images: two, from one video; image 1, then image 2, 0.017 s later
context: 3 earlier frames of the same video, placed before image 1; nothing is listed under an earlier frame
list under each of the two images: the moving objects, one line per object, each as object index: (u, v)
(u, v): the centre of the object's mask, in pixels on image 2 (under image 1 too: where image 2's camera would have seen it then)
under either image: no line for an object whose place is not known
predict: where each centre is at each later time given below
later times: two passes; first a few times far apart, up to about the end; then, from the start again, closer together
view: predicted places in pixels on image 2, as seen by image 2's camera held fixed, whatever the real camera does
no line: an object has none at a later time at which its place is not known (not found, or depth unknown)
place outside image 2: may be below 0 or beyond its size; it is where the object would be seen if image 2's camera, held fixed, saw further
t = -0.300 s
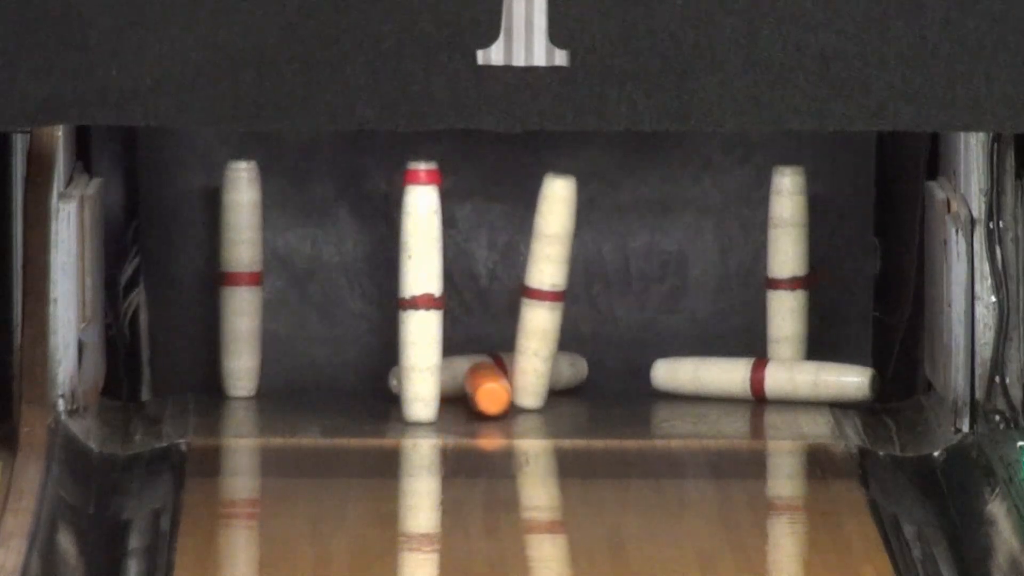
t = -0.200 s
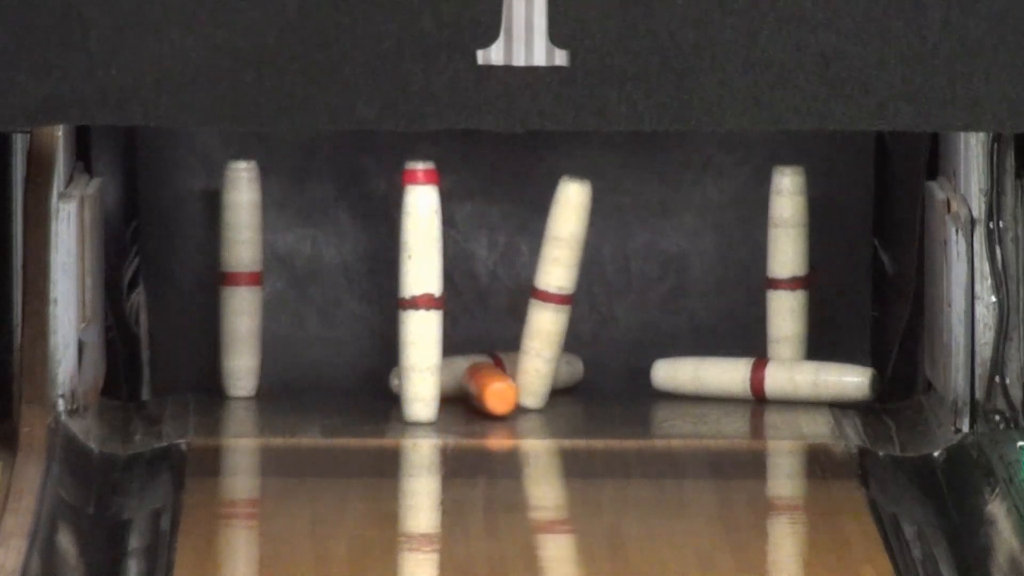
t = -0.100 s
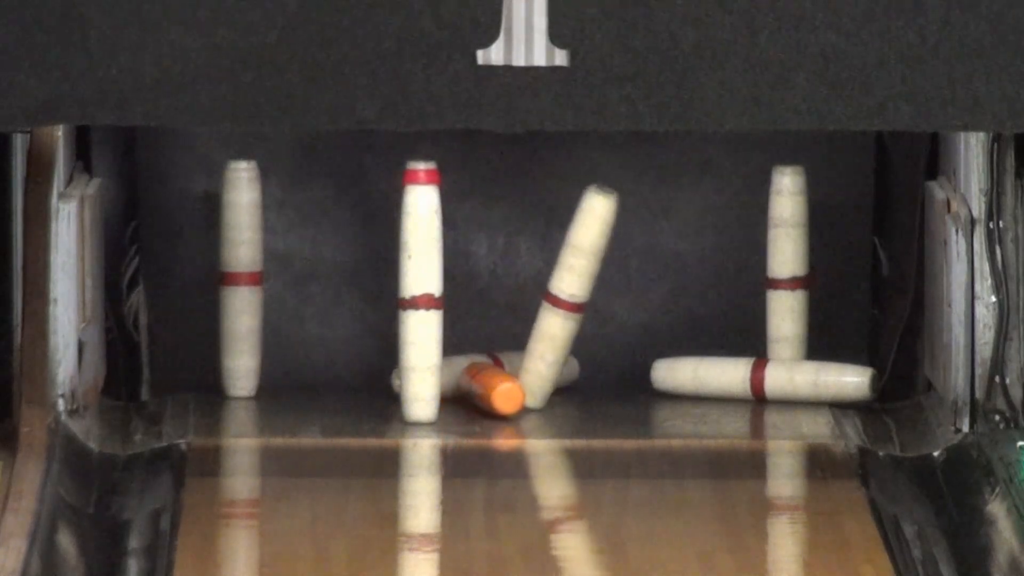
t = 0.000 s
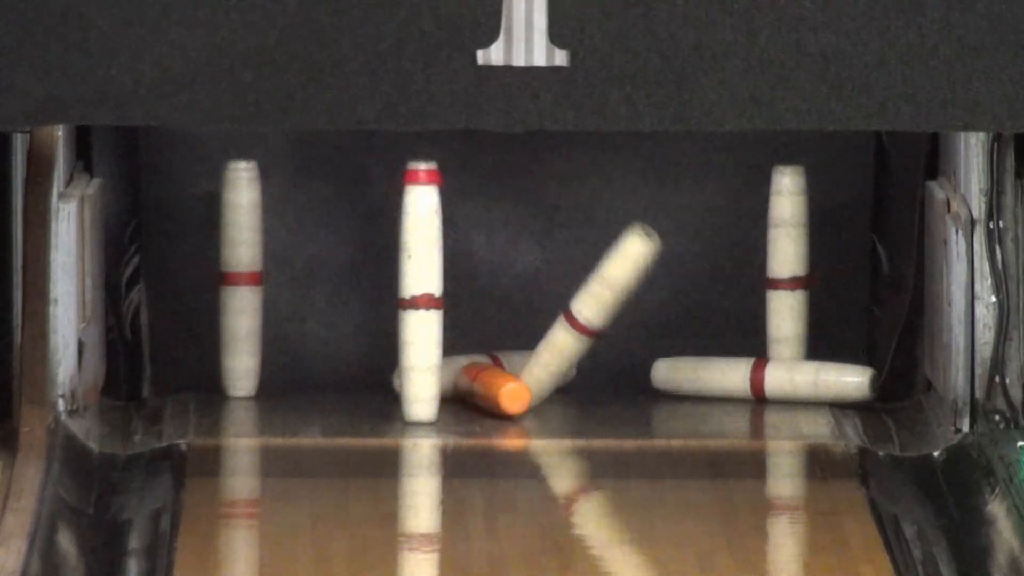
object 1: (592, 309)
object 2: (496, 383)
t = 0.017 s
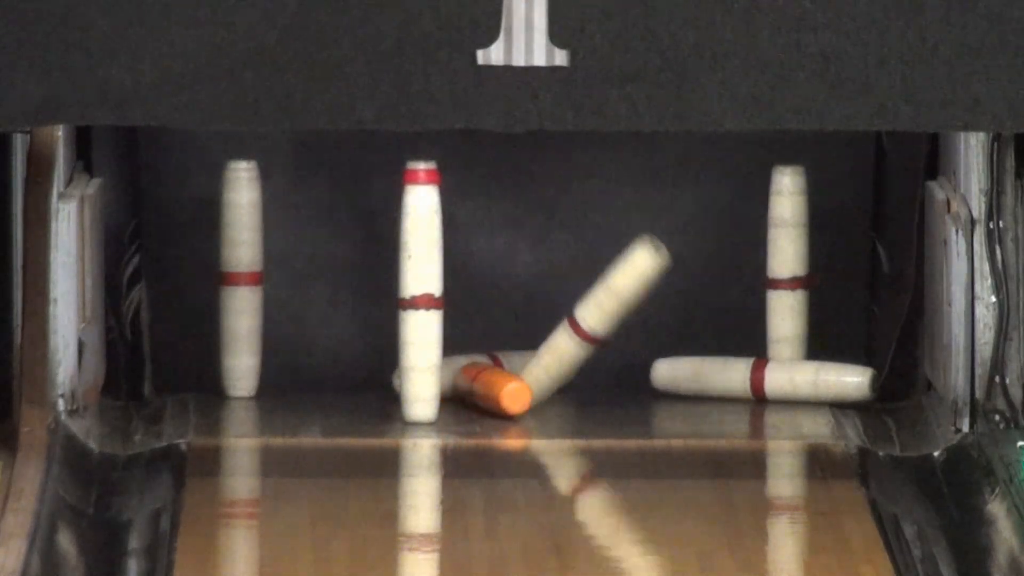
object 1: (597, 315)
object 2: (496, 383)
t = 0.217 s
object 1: (629, 344)
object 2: (496, 388)
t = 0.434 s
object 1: (665, 365)
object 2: (499, 389)
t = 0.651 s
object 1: (678, 367)
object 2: (501, 389)
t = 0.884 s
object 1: (695, 385)
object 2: (505, 389)
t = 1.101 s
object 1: (704, 393)
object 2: (508, 388)
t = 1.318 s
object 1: (714, 396)
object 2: (510, 388)
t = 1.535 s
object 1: (721, 395)
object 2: (511, 388)
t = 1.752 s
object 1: (727, 395)
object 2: (511, 388)
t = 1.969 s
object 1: (734, 395)
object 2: (509, 388)
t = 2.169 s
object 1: (739, 394)
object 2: (507, 389)
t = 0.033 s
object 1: (602, 322)
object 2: (497, 382)
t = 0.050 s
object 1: (608, 331)
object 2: (498, 382)
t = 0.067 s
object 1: (614, 342)
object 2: (499, 382)
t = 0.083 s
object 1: (618, 355)
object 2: (500, 381)
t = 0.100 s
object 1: (619, 369)
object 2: (502, 381)
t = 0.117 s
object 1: (623, 385)
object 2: (504, 380)
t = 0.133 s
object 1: (613, 385)
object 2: (495, 387)
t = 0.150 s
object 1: (616, 375)
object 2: (496, 386)
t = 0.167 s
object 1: (618, 365)
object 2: (495, 387)
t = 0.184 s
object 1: (621, 357)
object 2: (495, 388)
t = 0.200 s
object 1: (625, 350)
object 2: (495, 388)
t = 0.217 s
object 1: (629, 344)
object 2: (496, 388)
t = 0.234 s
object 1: (632, 340)
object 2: (496, 388)
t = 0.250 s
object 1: (637, 337)
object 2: (496, 388)
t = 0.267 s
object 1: (640, 335)
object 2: (496, 388)
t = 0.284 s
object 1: (643, 333)
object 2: (496, 388)
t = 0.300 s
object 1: (646, 333)
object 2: (497, 388)
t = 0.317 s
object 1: (649, 334)
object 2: (497, 388)
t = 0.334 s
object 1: (652, 335)
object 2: (497, 388)
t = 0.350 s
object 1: (655, 338)
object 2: (497, 389)
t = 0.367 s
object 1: (657, 341)
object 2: (498, 389)
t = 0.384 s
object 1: (659, 345)
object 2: (498, 389)
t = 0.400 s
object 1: (661, 350)
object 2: (498, 389)
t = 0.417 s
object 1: (663, 357)
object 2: (498, 389)
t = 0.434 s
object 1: (665, 365)
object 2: (499, 389)
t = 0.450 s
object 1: (665, 374)
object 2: (499, 389)
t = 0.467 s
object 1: (666, 386)
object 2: (499, 389)
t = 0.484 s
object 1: (672, 394)
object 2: (499, 389)
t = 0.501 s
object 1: (677, 386)
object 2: (499, 389)
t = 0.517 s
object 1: (677, 380)
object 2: (500, 389)
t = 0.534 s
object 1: (677, 374)
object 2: (500, 389)
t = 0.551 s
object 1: (678, 370)
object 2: (500, 389)
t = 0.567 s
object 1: (677, 367)
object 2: (500, 389)
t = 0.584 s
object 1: (678, 365)
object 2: (501, 389)
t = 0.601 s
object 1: (678, 364)
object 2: (501, 389)
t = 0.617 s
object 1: (678, 364)
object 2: (501, 389)
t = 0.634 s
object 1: (678, 365)
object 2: (501, 389)
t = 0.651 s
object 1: (678, 367)
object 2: (501, 389)
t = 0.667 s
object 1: (679, 370)
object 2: (501, 389)
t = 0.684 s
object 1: (679, 374)
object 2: (502, 389)
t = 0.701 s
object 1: (679, 380)
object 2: (502, 389)
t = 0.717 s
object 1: (679, 388)
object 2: (502, 389)
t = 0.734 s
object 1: (677, 394)
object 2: (502, 389)
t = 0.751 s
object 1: (679, 391)
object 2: (503, 389)
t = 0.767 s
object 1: (681, 386)
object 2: (503, 389)
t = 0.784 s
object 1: (683, 382)
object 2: (503, 389)
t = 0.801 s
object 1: (686, 380)
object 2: (503, 389)
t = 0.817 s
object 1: (688, 379)
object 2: (503, 389)
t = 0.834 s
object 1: (690, 379)
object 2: (504, 389)
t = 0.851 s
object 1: (692, 380)
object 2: (504, 389)
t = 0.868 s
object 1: (694, 382)
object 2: (505, 389)
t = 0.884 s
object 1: (695, 385)
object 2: (505, 389)
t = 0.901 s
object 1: (696, 389)
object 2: (505, 389)
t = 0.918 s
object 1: (697, 394)
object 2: (505, 389)
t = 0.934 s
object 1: (699, 395)
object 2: (505, 389)
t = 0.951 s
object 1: (700, 392)
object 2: (505, 389)
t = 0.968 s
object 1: (701, 389)
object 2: (505, 389)
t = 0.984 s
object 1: (701, 388)
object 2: (506, 389)
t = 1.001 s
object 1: (701, 388)
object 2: (506, 389)
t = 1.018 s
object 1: (701, 389)
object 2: (506, 389)
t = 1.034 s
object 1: (701, 391)
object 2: (506, 388)
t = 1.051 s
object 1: (700, 394)
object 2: (507, 388)
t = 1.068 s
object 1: (700, 395)
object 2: (507, 389)
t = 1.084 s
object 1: (703, 394)
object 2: (508, 388)
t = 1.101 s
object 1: (704, 393)
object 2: (508, 388)
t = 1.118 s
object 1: (706, 393)
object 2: (508, 388)
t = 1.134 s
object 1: (707, 393)
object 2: (508, 388)
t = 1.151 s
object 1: (707, 395)
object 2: (509, 388)
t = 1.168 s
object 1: (708, 396)
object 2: (508, 388)
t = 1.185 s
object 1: (709, 395)
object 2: (509, 388)
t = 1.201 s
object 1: (710, 394)
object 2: (509, 388)
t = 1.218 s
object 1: (710, 394)
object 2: (509, 388)
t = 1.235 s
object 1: (710, 395)
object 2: (509, 388)
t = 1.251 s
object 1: (711, 396)
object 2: (509, 388)
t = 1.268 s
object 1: (712, 395)
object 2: (509, 388)
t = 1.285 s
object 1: (713, 395)
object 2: (510, 388)
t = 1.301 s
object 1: (714, 395)
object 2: (510, 388)
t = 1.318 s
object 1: (714, 396)
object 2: (510, 388)
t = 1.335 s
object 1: (714, 396)
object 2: (510, 388)
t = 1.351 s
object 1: (715, 395)
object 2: (510, 388)
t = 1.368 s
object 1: (715, 396)
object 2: (510, 388)
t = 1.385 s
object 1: (716, 396)
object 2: (510, 388)
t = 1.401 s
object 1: (717, 395)
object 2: (510, 388)
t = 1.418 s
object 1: (717, 395)
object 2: (510, 388)
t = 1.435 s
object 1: (718, 396)
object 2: (511, 388)
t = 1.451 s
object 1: (718, 396)
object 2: (511, 388)
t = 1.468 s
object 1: (719, 396)
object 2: (511, 388)
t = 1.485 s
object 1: (720, 395)
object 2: (511, 388)
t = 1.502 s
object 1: (720, 396)
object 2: (511, 388)
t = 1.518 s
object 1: (720, 395)
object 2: (511, 388)
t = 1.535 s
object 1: (721, 395)
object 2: (511, 388)
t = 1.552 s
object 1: (722, 395)
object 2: (511, 388)
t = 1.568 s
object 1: (723, 395)
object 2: (511, 388)
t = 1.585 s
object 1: (723, 395)
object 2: (511, 388)
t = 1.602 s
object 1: (723, 395)
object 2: (511, 388)
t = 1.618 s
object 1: (724, 395)
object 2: (511, 388)
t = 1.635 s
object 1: (725, 395)
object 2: (511, 388)
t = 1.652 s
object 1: (725, 395)
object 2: (511, 388)
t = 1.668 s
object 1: (726, 395)
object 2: (511, 388)
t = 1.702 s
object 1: (726, 395)
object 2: (511, 388)
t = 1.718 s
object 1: (727, 395)
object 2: (511, 388)
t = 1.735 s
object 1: (727, 395)
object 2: (511, 388)
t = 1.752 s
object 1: (727, 395)
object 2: (511, 388)
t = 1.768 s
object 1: (728, 395)
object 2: (511, 388)
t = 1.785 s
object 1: (728, 395)
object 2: (511, 388)
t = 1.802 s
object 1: (729, 395)
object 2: (511, 388)
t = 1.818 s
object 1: (729, 395)
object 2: (511, 388)
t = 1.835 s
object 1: (730, 395)
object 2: (511, 388)
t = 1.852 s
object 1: (730, 395)
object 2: (510, 388)
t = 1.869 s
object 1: (730, 395)
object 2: (510, 388)
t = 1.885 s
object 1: (731, 395)
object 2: (510, 388)
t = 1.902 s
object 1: (732, 395)
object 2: (510, 388)
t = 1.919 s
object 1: (732, 395)
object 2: (510, 388)
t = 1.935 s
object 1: (733, 395)
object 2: (510, 388)
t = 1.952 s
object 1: (733, 395)
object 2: (509, 388)
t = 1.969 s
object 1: (734, 395)
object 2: (509, 388)
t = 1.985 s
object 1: (734, 395)
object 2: (509, 388)
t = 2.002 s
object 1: (735, 395)
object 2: (509, 388)
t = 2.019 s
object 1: (735, 394)
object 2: (508, 388)
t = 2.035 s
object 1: (735, 394)
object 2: (508, 388)
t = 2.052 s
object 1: (736, 394)
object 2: (508, 388)
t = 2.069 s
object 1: (736, 394)
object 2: (508, 388)
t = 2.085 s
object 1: (737, 394)
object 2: (508, 388)
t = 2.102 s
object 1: (737, 394)
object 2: (508, 388)
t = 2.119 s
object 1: (738, 394)
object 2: (507, 388)
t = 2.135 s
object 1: (738, 394)
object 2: (507, 389)
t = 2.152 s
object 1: (739, 394)
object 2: (507, 389)
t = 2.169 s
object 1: (739, 394)
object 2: (507, 389)
